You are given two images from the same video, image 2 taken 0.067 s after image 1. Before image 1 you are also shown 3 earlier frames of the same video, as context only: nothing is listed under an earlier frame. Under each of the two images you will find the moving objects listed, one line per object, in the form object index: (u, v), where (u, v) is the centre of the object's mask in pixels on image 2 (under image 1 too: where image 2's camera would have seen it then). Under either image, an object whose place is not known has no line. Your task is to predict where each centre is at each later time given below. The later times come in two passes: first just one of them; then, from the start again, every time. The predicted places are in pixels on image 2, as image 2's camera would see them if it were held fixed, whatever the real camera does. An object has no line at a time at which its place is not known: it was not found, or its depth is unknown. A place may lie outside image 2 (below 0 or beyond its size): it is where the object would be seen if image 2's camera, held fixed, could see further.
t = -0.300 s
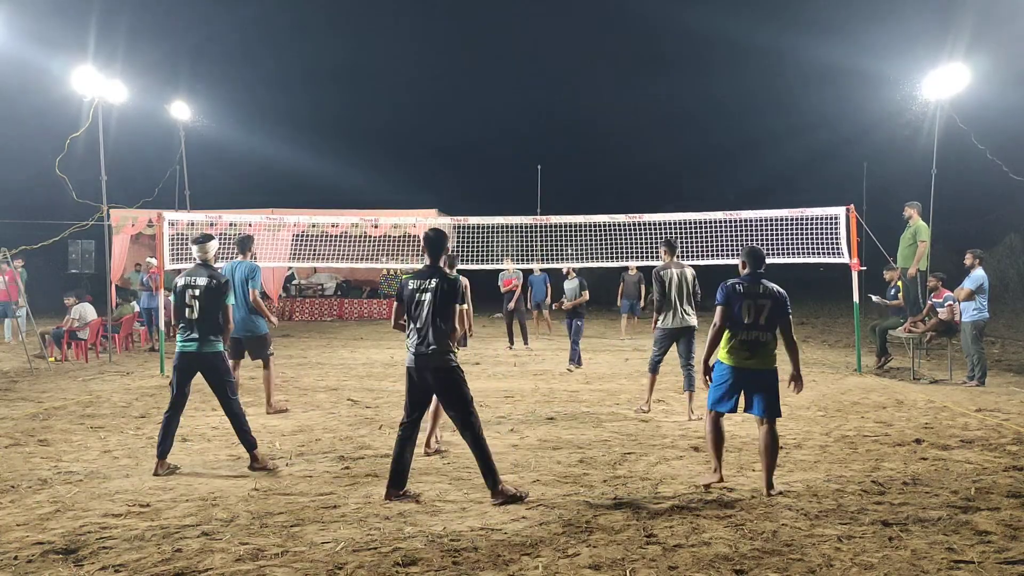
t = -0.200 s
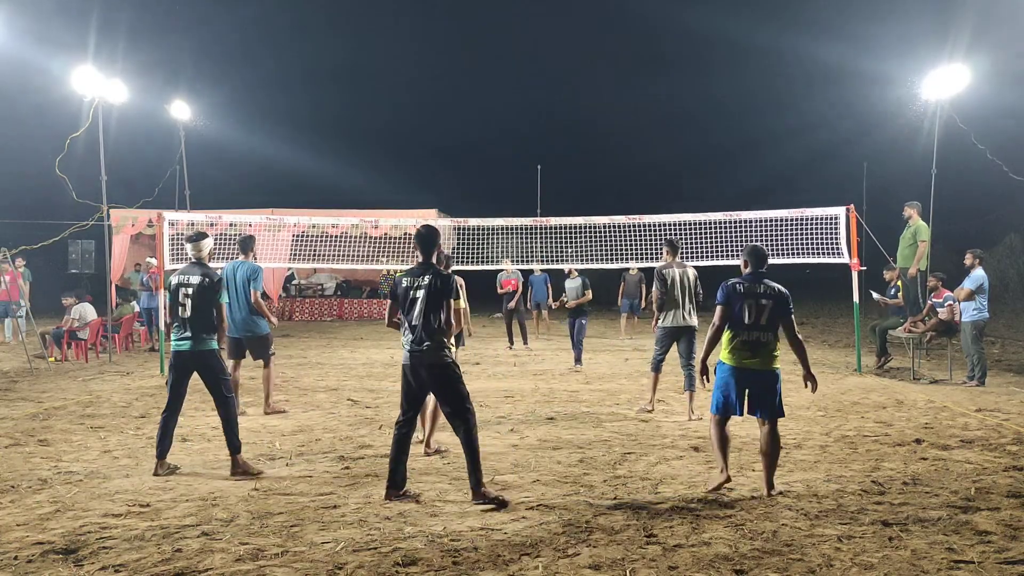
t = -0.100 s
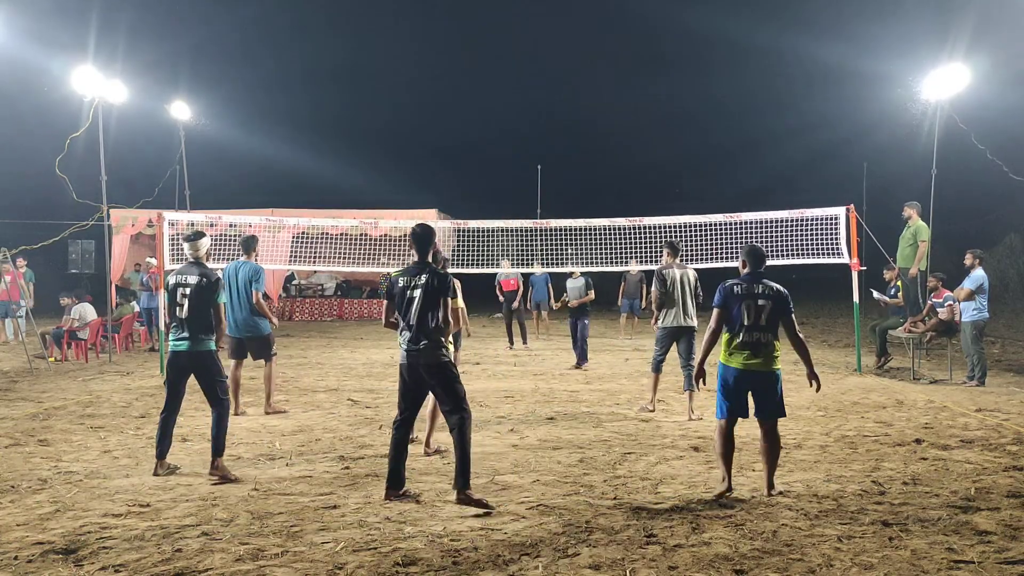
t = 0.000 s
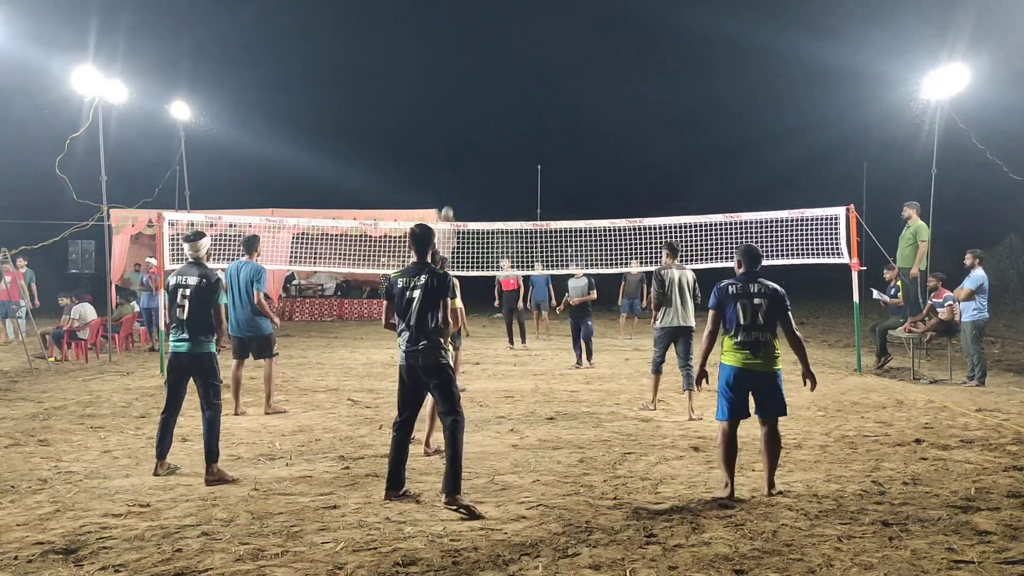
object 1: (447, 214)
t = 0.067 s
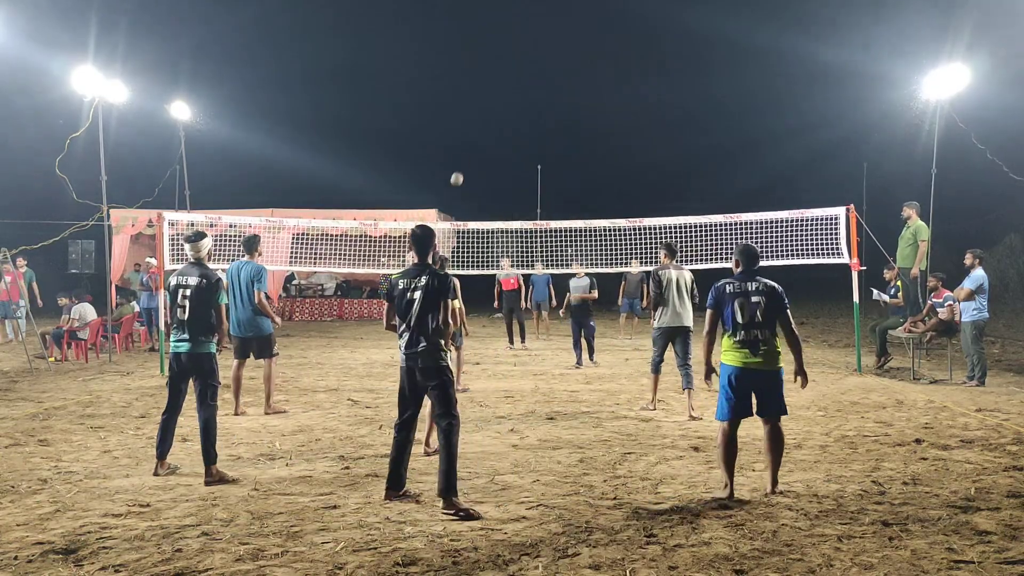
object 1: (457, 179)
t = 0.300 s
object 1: (495, 71)
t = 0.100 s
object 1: (462, 163)
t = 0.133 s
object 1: (467, 146)
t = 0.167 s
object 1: (472, 131)
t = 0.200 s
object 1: (478, 115)
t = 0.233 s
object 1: (483, 100)
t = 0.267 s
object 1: (489, 85)
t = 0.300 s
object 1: (495, 71)
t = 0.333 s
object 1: (501, 57)
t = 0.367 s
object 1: (507, 43)
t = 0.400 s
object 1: (514, 30)
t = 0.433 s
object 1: (521, 18)
